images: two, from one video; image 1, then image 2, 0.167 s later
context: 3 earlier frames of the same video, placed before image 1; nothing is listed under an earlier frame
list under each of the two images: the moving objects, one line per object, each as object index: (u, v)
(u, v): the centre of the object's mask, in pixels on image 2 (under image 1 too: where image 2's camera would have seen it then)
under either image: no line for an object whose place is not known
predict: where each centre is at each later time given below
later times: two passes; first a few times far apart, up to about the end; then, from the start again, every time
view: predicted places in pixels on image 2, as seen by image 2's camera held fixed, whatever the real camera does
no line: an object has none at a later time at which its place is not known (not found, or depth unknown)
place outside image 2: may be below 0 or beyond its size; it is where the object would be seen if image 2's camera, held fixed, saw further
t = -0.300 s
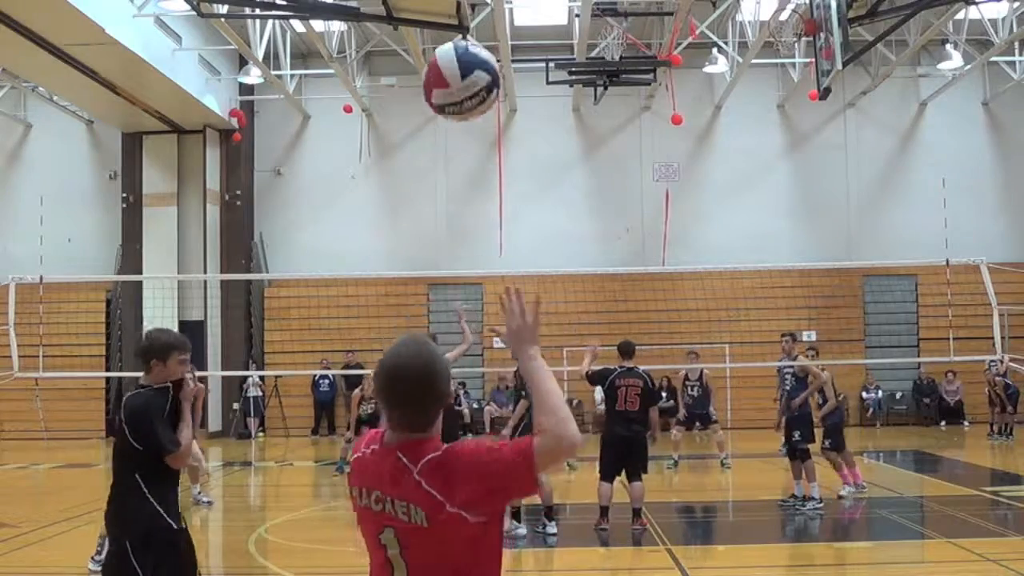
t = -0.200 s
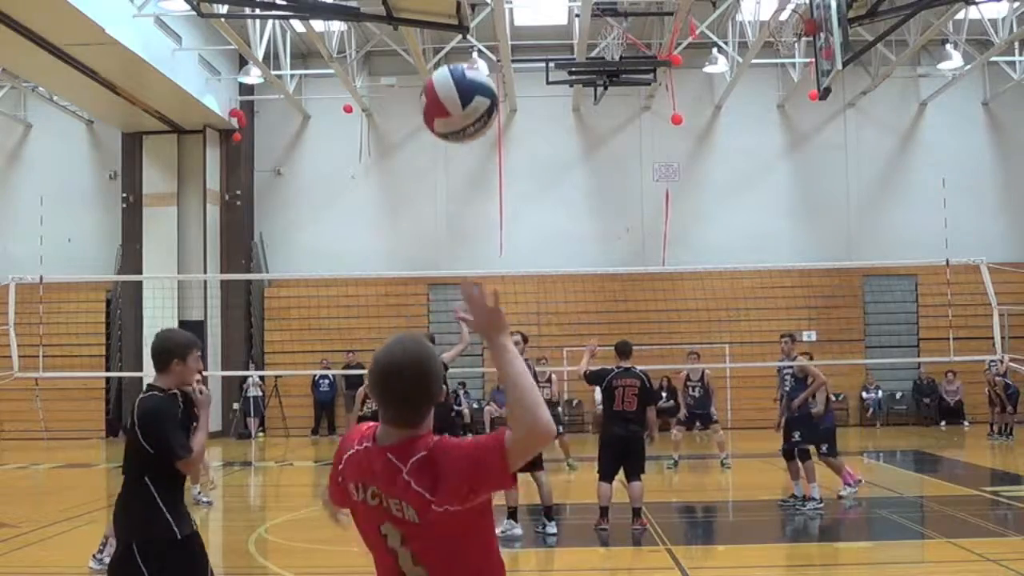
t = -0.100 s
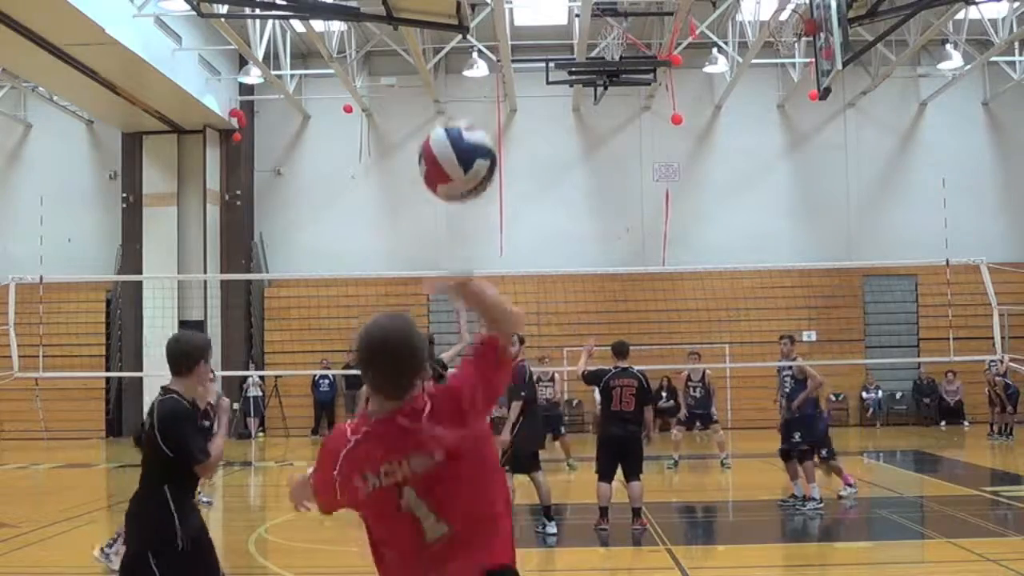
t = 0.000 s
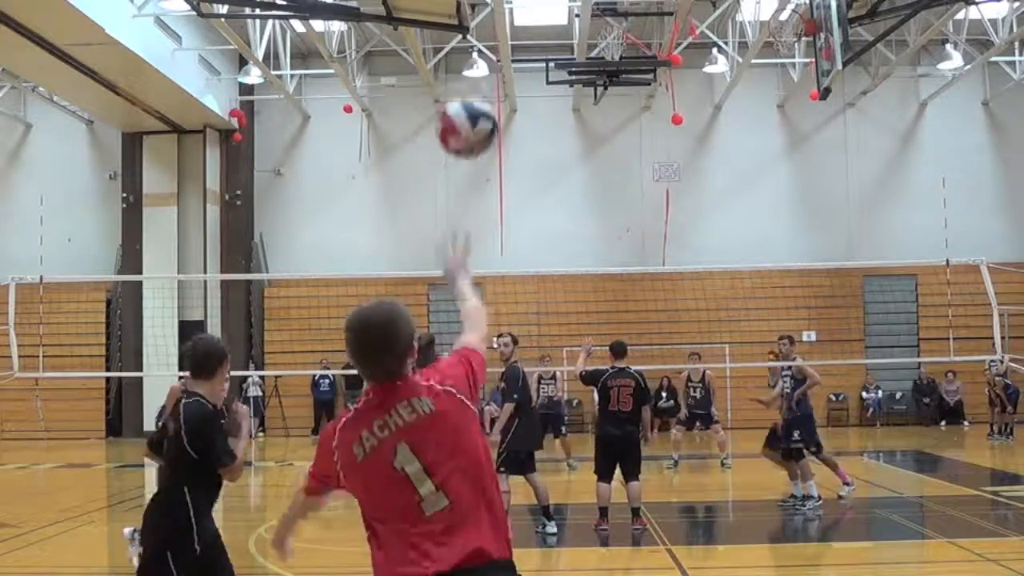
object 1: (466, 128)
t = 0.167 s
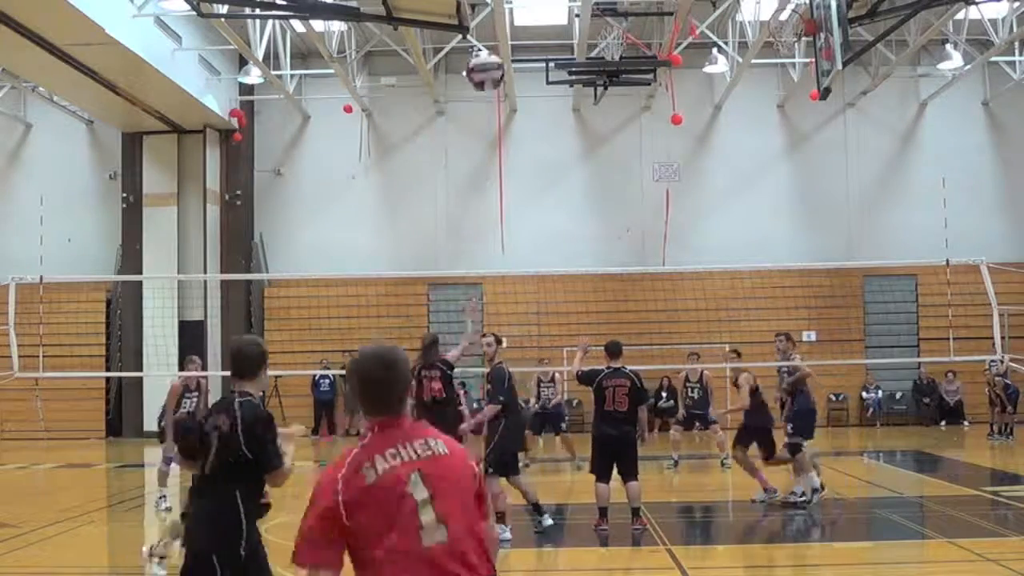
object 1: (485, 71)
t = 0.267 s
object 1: (495, 73)
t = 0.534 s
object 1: (512, 136)
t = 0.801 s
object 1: (522, 224)
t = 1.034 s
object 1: (524, 308)
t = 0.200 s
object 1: (488, 70)
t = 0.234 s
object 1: (492, 71)
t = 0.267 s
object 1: (495, 73)
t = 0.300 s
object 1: (498, 78)
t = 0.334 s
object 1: (500, 83)
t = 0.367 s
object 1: (501, 90)
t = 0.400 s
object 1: (504, 97)
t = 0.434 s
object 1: (507, 107)
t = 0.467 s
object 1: (509, 116)
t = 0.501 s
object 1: (511, 126)
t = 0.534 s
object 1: (512, 136)
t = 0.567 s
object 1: (513, 147)
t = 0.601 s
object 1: (514, 157)
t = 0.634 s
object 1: (516, 168)
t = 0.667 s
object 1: (518, 178)
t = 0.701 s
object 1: (518, 189)
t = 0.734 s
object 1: (520, 201)
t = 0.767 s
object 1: (521, 212)
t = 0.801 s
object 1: (522, 224)
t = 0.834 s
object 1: (522, 235)
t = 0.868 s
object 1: (523, 246)
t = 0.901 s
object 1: (523, 259)
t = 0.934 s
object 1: (525, 267)
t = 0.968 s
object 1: (523, 282)
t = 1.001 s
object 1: (524, 295)
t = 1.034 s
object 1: (524, 308)
